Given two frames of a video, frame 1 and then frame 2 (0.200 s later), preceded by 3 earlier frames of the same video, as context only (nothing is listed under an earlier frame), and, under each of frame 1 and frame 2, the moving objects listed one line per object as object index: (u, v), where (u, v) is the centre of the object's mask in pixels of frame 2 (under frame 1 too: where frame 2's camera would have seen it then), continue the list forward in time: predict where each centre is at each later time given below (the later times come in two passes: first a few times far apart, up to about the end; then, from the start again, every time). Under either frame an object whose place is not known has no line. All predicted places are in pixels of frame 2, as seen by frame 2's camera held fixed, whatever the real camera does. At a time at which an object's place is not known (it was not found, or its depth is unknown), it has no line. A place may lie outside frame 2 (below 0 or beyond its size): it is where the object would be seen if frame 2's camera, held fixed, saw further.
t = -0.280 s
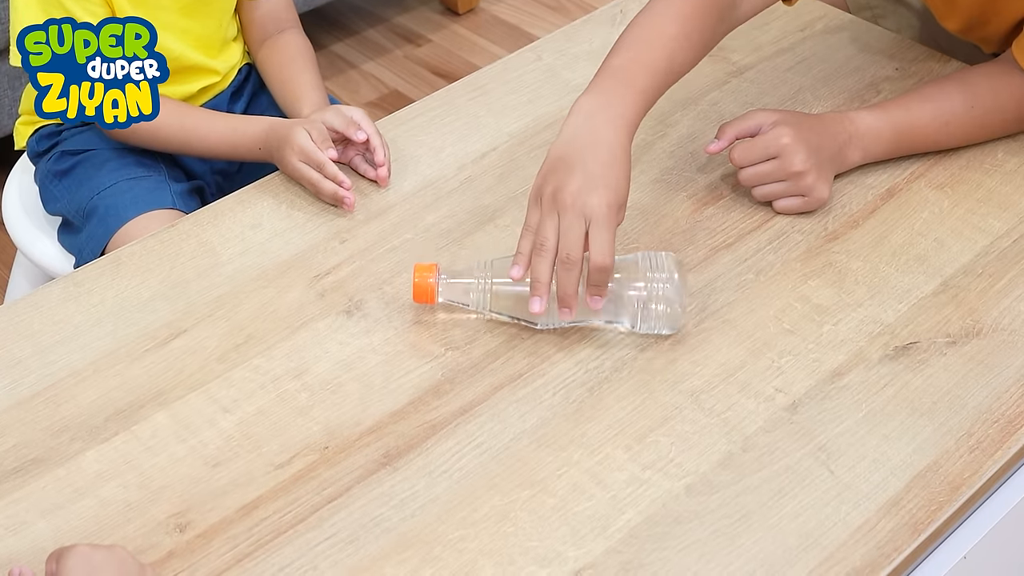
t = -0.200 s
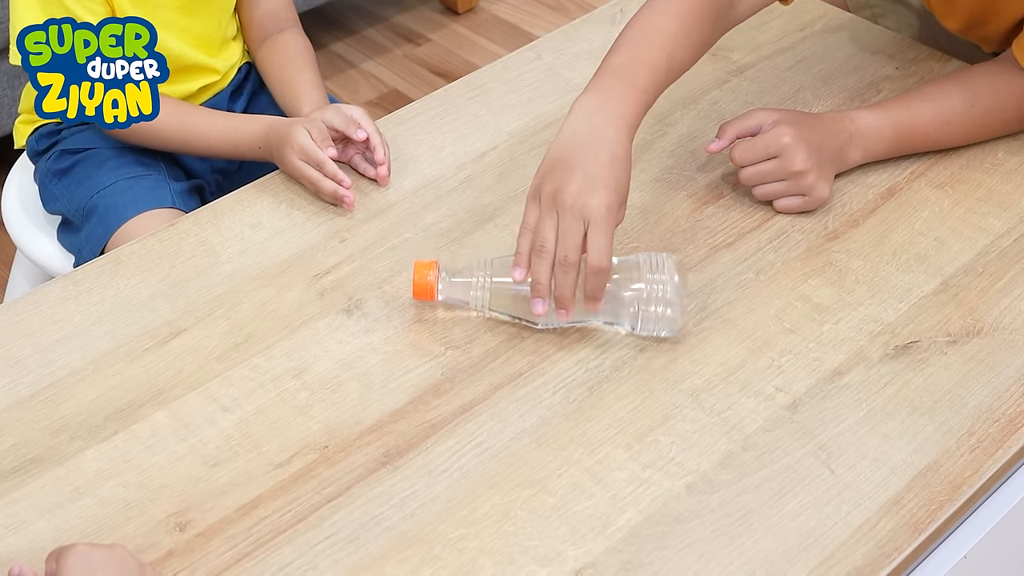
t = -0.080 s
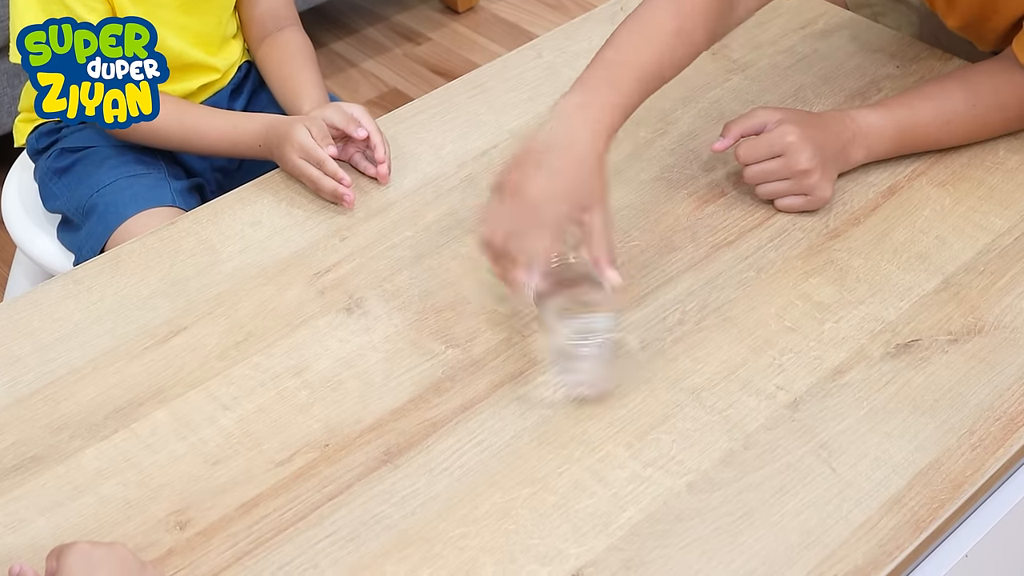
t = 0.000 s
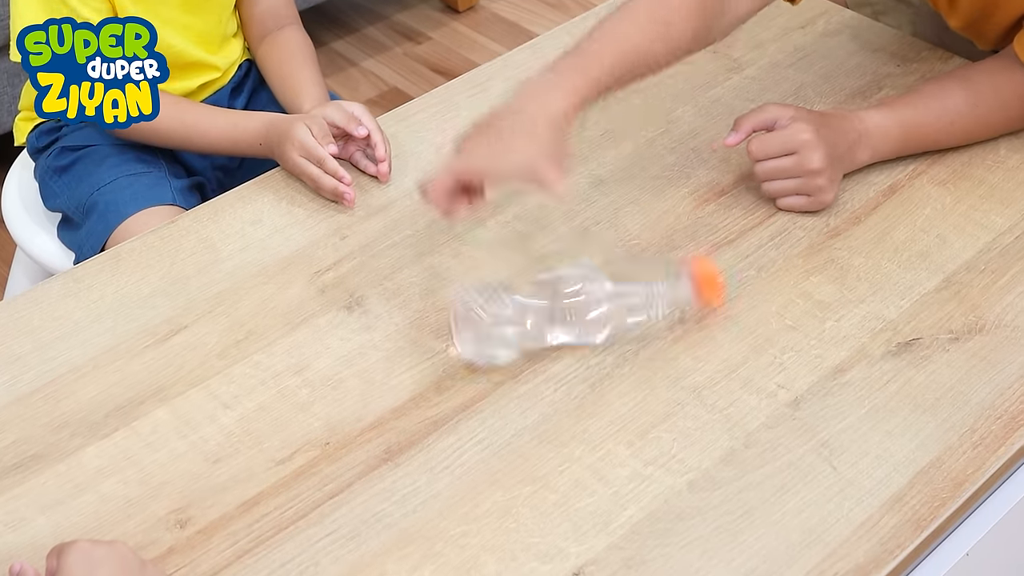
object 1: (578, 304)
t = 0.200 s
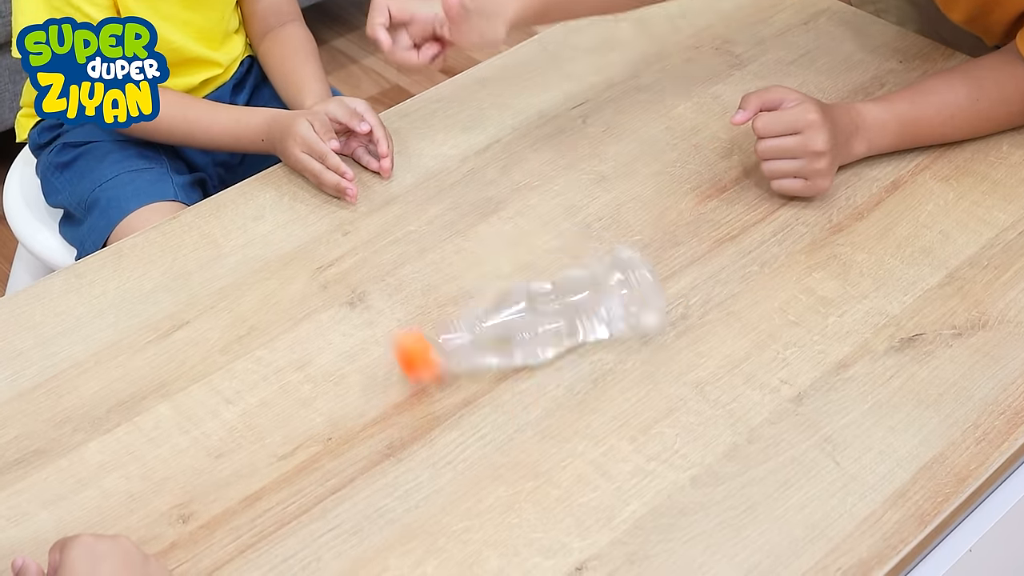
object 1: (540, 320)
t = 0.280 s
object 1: (547, 316)
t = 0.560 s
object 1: (562, 319)
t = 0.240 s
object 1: (537, 317)
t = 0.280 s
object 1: (547, 316)
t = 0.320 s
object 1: (548, 320)
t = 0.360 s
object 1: (551, 325)
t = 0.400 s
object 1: (548, 319)
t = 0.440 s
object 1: (549, 316)
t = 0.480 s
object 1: (556, 314)
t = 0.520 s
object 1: (562, 320)
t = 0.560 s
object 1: (562, 319)
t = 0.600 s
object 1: (561, 321)
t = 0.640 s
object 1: (557, 324)
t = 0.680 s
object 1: (556, 329)
